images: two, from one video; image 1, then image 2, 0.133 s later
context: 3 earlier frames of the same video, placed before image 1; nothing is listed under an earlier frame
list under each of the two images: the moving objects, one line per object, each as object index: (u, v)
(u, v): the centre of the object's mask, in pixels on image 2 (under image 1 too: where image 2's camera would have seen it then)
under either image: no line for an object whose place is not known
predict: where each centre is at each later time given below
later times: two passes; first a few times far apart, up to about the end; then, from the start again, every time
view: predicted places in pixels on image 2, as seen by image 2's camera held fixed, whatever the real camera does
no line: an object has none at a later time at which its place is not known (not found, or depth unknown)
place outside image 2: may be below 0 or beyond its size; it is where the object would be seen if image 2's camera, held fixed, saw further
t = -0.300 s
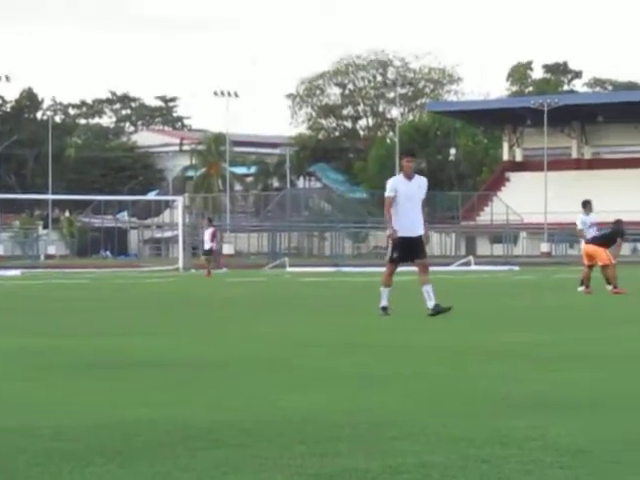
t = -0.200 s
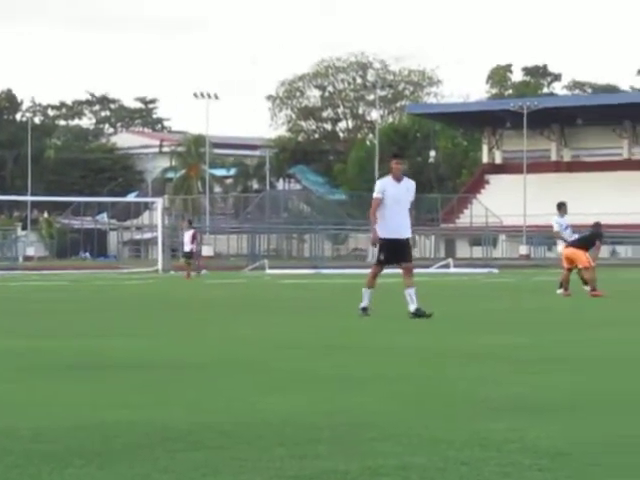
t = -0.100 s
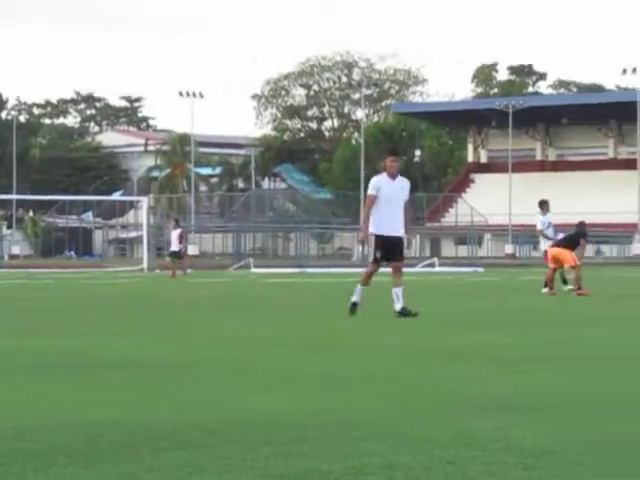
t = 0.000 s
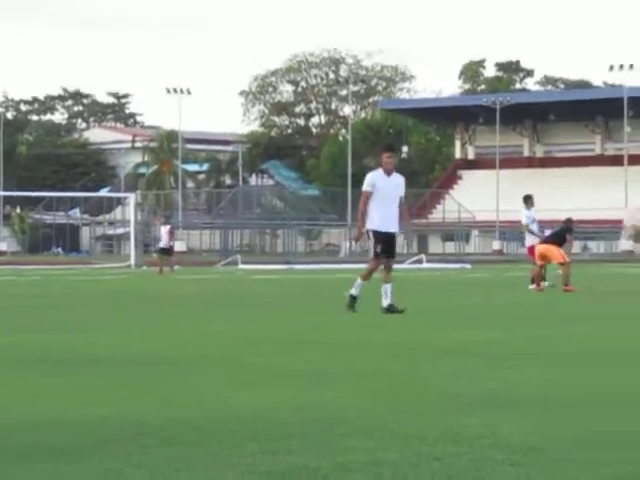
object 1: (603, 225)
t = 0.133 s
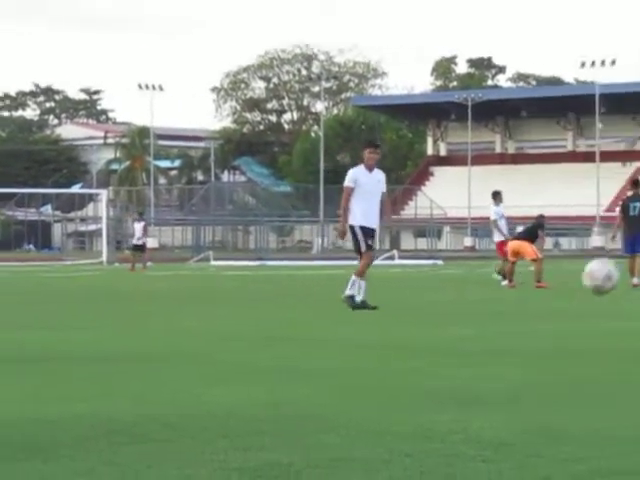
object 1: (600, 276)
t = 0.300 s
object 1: (597, 307)
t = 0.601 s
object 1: (607, 267)
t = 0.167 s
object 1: (598, 294)
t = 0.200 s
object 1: (595, 312)
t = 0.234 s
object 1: (593, 332)
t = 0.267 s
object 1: (595, 320)
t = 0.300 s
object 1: (597, 307)
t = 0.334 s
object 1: (598, 296)
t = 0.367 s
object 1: (599, 286)
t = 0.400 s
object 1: (601, 279)
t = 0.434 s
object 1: (602, 273)
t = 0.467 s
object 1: (603, 268)
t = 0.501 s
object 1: (604, 266)
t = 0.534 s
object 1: (605, 265)
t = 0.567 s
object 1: (606, 265)
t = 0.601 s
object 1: (607, 267)
